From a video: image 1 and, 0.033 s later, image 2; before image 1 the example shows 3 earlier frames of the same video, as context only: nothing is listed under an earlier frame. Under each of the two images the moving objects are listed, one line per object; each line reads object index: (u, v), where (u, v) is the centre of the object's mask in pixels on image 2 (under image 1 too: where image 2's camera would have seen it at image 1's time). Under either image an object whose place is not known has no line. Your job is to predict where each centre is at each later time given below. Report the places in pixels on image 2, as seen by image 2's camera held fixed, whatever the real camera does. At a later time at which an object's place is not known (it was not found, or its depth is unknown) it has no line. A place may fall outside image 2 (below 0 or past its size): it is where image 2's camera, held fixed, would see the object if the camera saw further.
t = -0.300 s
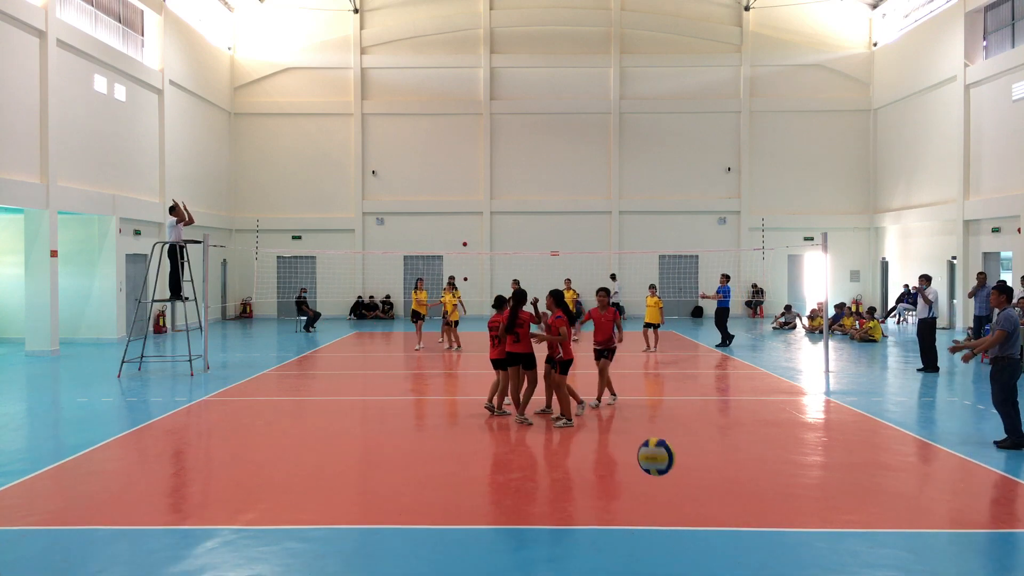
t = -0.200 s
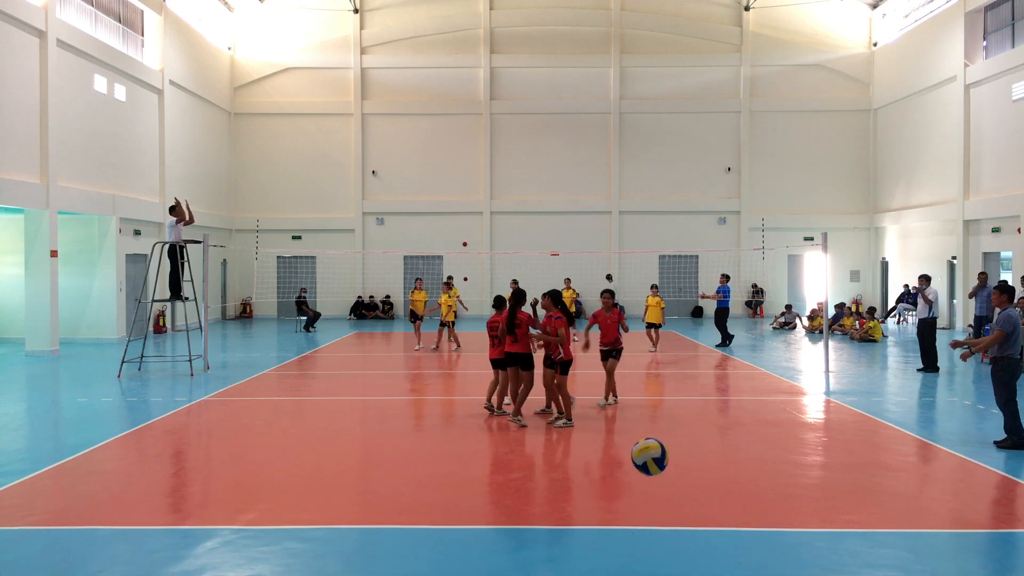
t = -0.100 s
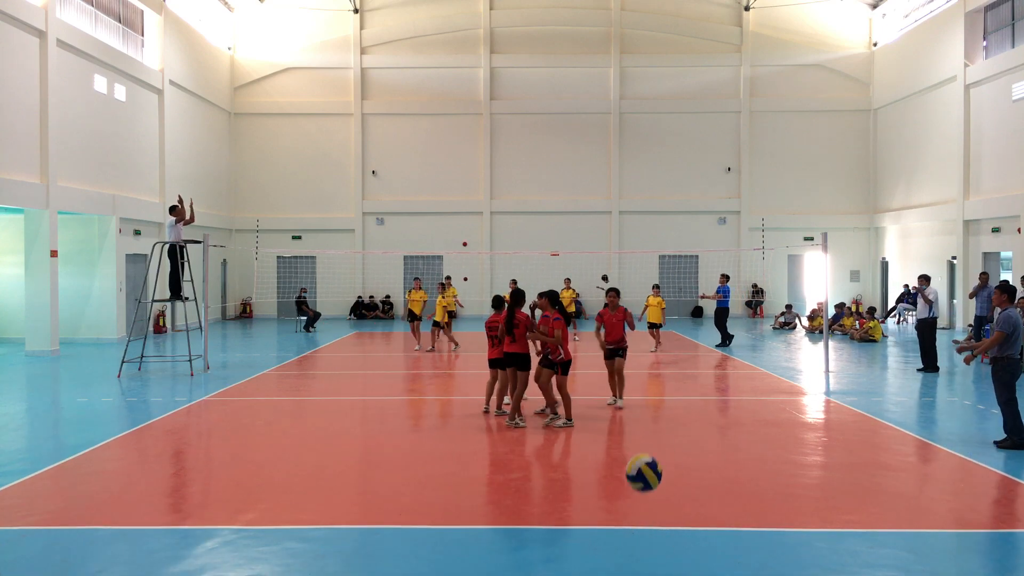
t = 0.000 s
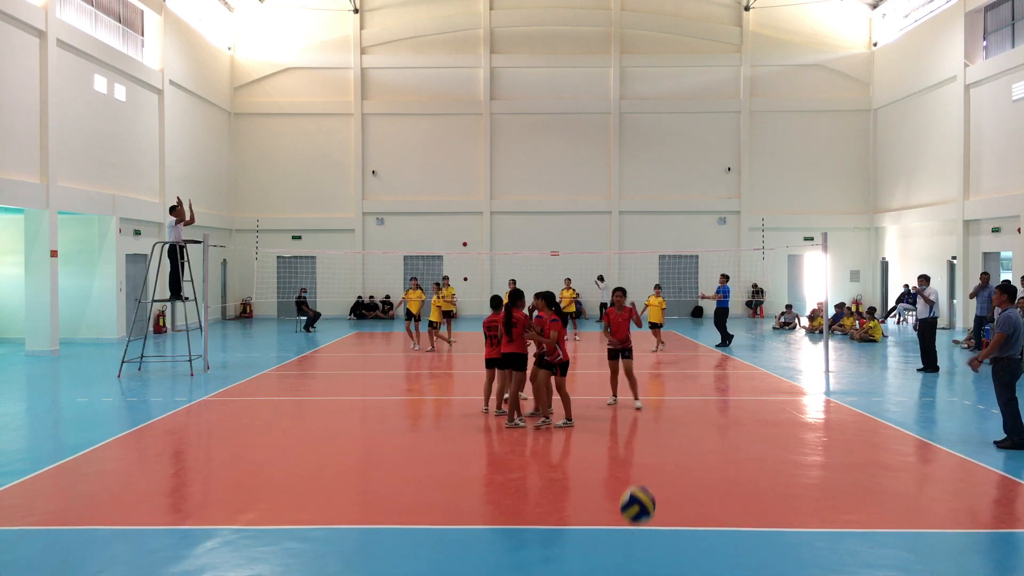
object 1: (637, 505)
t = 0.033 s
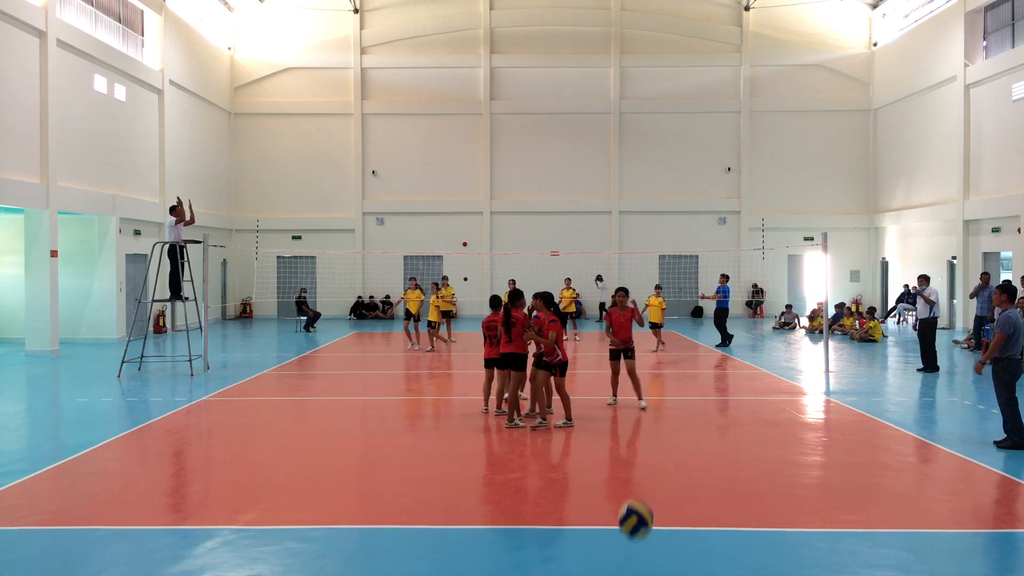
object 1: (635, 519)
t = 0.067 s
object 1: (633, 536)
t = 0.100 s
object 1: (632, 553)
